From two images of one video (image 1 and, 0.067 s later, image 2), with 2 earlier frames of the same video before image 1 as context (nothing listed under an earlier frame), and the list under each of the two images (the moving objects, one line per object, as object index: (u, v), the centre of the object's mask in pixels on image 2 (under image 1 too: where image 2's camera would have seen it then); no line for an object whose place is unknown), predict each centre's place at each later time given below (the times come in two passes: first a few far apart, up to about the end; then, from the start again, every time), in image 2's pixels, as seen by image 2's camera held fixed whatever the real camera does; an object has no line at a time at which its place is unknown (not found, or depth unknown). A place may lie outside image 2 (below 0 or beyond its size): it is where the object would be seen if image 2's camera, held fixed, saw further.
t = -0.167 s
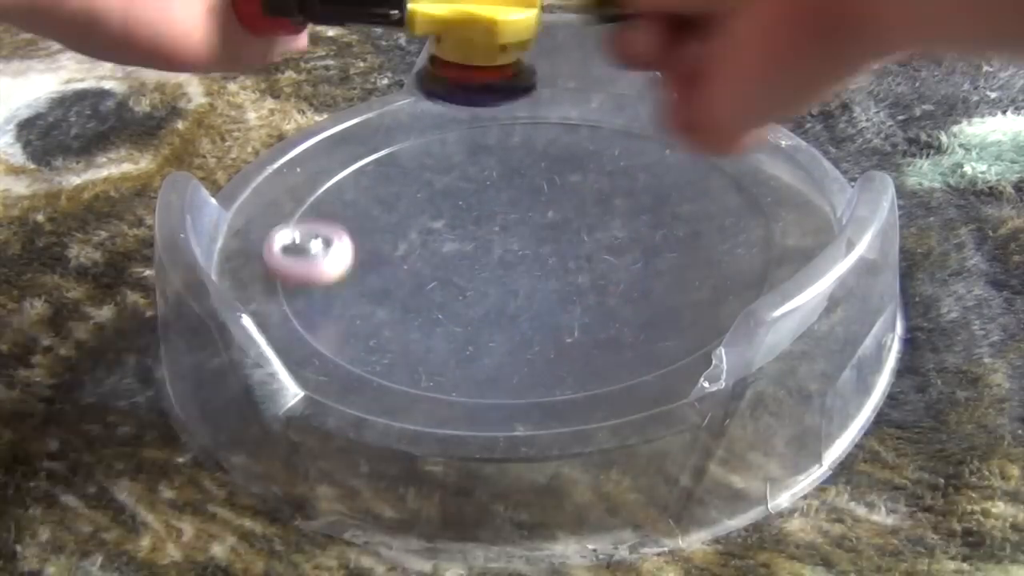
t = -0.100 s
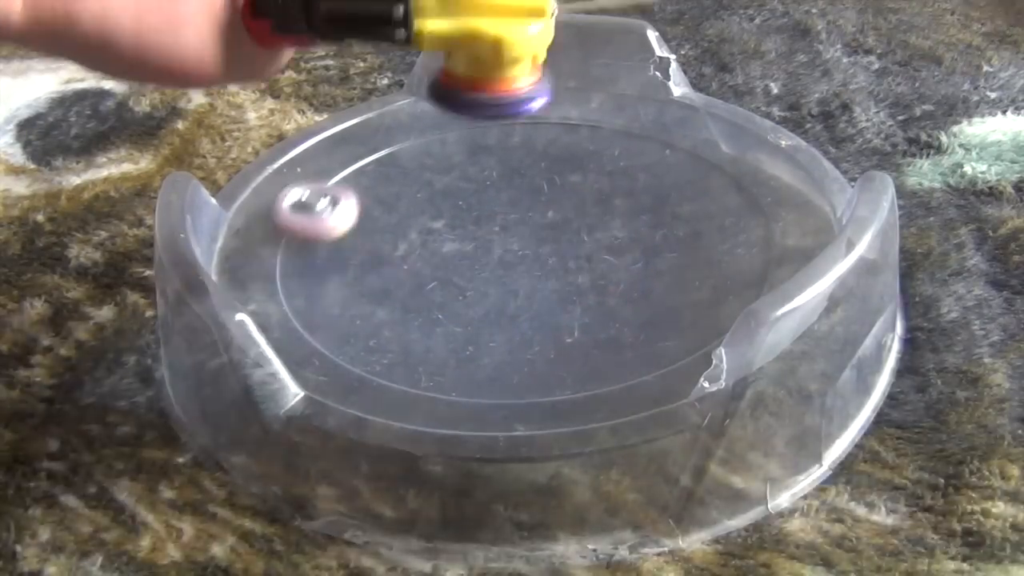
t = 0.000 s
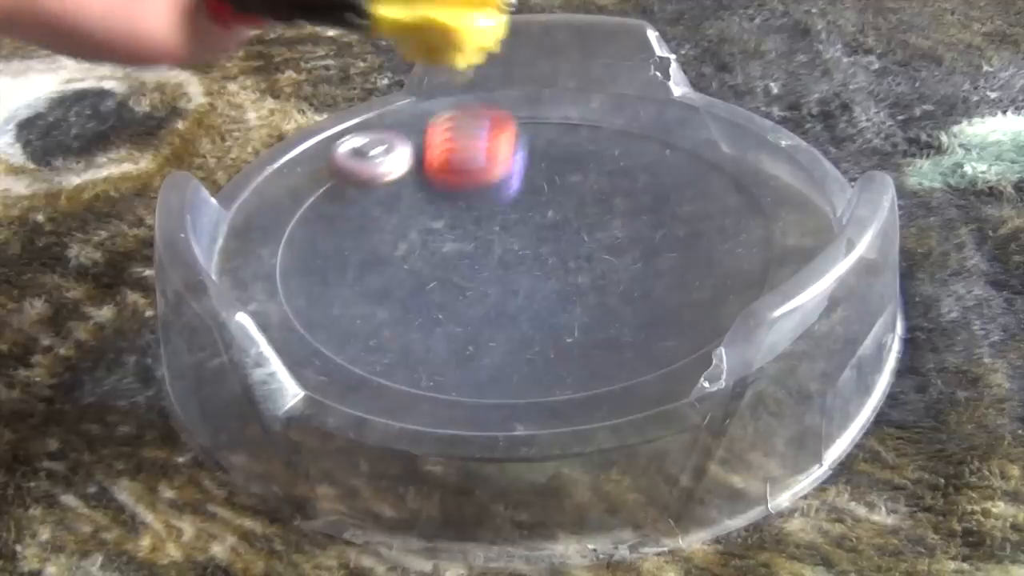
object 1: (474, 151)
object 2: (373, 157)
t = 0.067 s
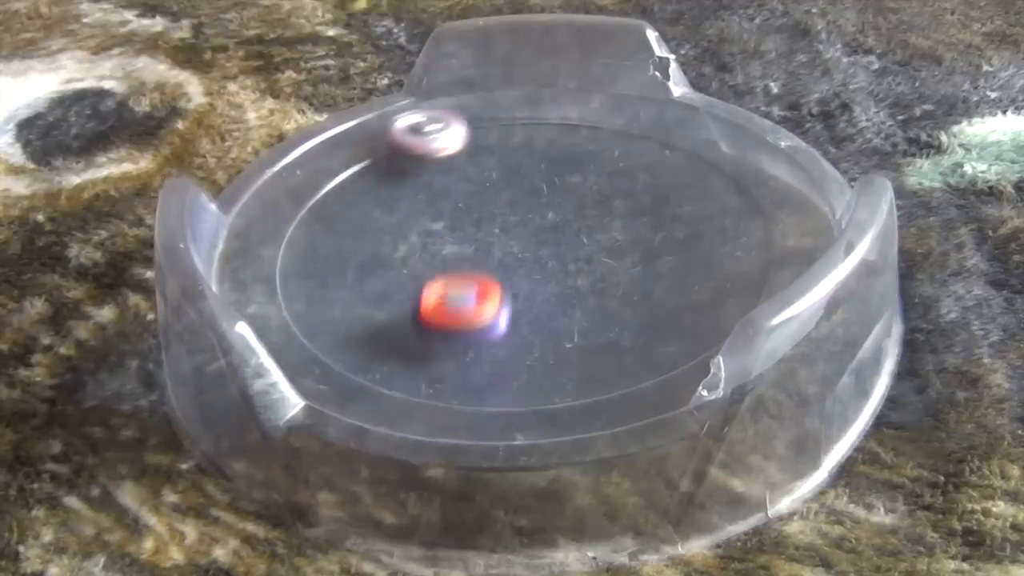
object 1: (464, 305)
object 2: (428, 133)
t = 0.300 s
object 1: (518, 227)
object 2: (649, 134)
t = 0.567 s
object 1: (435, 232)
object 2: (697, 301)
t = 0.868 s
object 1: (432, 307)
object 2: (338, 324)
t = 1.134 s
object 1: (568, 295)
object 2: (352, 173)
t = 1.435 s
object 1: (537, 216)
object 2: (643, 139)
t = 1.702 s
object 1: (423, 227)
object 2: (715, 292)
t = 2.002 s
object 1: (441, 288)
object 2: (388, 346)
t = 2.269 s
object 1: (542, 279)
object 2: (346, 199)
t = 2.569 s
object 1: (540, 220)
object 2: (647, 141)
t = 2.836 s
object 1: (483, 215)
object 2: (740, 271)
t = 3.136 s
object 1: (458, 244)
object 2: (443, 356)
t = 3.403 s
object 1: (505, 264)
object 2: (350, 212)
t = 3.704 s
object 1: (549, 243)
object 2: (631, 134)
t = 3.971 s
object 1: (540, 224)
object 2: (751, 243)
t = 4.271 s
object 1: (506, 224)
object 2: (487, 351)
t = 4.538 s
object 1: (516, 248)
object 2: (357, 212)
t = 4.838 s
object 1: (557, 243)
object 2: (612, 128)
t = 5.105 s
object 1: (563, 231)
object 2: (737, 227)
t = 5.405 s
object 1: (534, 234)
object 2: (475, 340)
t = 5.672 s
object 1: (550, 251)
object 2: (365, 203)
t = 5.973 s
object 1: (577, 242)
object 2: (603, 134)
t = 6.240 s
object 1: (562, 235)
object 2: (708, 250)
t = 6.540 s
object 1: (548, 257)
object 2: (414, 322)
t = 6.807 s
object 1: (571, 260)
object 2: (385, 186)
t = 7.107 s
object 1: (577, 252)
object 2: (619, 156)
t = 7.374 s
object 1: (548, 258)
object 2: (664, 285)
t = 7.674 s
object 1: (547, 272)
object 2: (387, 306)
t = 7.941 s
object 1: (559, 271)
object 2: (411, 186)
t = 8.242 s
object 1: (539, 266)
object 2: (634, 184)
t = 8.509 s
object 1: (532, 279)
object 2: (634, 300)
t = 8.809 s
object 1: (545, 273)
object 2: (403, 300)
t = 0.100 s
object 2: (460, 124)
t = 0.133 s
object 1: (476, 263)
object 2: (493, 118)
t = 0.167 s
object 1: (485, 267)
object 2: (525, 115)
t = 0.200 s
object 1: (496, 252)
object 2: (557, 116)
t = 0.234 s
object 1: (504, 246)
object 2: (590, 118)
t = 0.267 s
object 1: (513, 235)
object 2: (621, 126)
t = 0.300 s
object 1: (518, 227)
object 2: (649, 134)
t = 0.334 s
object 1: (520, 221)
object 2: (675, 148)
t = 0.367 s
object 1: (518, 217)
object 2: (698, 163)
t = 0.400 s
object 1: (511, 216)
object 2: (717, 181)
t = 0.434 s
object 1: (499, 215)
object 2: (730, 202)
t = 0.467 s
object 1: (484, 217)
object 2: (736, 225)
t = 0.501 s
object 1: (467, 220)
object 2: (734, 251)
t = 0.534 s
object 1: (450, 225)
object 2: (720, 276)
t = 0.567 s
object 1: (435, 232)
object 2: (697, 301)
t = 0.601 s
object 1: (423, 238)
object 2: (664, 323)
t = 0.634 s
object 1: (413, 246)
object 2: (624, 340)
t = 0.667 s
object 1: (405, 255)
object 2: (577, 354)
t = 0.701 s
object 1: (400, 265)
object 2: (529, 362)
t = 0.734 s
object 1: (399, 274)
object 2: (482, 364)
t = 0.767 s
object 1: (402, 283)
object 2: (440, 360)
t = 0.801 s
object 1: (408, 290)
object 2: (401, 352)
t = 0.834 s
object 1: (423, 297)
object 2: (366, 340)
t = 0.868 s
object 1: (432, 307)
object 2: (338, 324)
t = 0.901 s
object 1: (445, 313)
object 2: (317, 306)
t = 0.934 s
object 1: (463, 316)
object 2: (302, 287)
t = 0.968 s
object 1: (482, 318)
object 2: (296, 266)
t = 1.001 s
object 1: (503, 317)
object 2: (295, 246)
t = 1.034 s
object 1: (522, 315)
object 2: (301, 226)
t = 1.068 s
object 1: (539, 310)
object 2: (313, 208)
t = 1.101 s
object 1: (555, 303)
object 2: (331, 190)
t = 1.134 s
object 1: (568, 295)
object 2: (352, 173)
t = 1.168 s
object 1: (577, 285)
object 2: (378, 158)
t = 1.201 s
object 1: (583, 275)
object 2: (405, 147)
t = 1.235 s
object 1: (585, 265)
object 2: (438, 137)
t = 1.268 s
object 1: (584, 254)
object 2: (472, 130)
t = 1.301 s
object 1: (580, 245)
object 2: (507, 125)
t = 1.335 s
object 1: (572, 236)
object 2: (543, 124)
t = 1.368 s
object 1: (563, 228)
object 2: (577, 126)
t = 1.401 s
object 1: (552, 220)
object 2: (611, 131)
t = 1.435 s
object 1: (537, 216)
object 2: (643, 139)
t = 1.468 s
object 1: (522, 213)
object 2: (672, 151)
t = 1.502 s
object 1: (506, 210)
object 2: (697, 166)
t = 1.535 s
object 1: (490, 210)
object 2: (719, 183)
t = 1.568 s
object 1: (475, 210)
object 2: (734, 203)
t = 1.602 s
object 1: (460, 213)
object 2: (742, 225)
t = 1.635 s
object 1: (446, 216)
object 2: (742, 248)
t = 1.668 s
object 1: (433, 222)
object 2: (734, 270)
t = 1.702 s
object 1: (423, 227)
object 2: (715, 292)
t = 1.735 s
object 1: (414, 235)
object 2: (692, 314)
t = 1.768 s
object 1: (409, 242)
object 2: (661, 334)
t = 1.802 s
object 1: (406, 249)
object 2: (624, 349)
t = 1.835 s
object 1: (407, 257)
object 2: (583, 361)
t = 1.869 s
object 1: (410, 265)
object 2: (539, 367)
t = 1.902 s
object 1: (414, 273)
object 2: (496, 368)
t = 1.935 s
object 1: (422, 278)
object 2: (456, 364)
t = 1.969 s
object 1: (429, 285)
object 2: (419, 357)
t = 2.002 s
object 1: (441, 288)
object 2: (388, 346)
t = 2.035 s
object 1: (452, 292)
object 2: (360, 332)
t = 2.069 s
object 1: (465, 294)
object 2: (338, 316)
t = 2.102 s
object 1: (478, 295)
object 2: (322, 297)
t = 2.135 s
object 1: (493, 294)
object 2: (313, 278)
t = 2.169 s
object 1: (507, 291)
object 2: (311, 258)
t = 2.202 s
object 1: (519, 289)
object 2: (316, 238)
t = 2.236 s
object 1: (531, 285)
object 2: (327, 218)
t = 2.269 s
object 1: (542, 279)
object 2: (346, 199)
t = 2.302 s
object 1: (550, 273)
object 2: (369, 180)
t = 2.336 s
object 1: (557, 266)
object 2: (398, 164)
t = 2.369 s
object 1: (561, 257)
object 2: (431, 150)
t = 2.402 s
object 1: (562, 250)
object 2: (467, 140)
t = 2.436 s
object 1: (562, 242)
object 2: (505, 133)
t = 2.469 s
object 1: (559, 235)
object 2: (544, 129)
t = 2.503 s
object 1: (553, 229)
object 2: (581, 130)
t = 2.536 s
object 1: (547, 225)
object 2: (617, 134)
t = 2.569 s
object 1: (540, 220)
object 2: (647, 141)
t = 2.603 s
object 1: (533, 217)
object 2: (676, 151)
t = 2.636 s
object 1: (524, 215)
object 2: (701, 164)
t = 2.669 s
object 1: (516, 213)
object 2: (721, 178)
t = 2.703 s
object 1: (509, 212)
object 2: (738, 195)
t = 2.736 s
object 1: (501, 212)
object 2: (748, 212)
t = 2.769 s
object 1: (494, 213)
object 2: (752, 233)
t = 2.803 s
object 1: (488, 214)
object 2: (751, 253)
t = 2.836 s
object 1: (483, 215)
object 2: (740, 271)
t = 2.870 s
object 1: (478, 217)
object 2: (721, 290)
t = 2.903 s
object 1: (473, 219)
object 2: (698, 311)
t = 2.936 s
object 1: (467, 222)
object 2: (673, 328)
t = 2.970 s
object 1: (464, 225)
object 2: (640, 343)
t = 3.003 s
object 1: (460, 228)
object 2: (601, 354)
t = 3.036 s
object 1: (458, 232)
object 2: (561, 361)
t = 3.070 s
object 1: (457, 236)
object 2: (520, 364)
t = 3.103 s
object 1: (457, 240)
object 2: (480, 362)
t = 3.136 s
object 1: (458, 244)
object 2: (443, 356)
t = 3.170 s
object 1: (461, 249)
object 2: (410, 346)
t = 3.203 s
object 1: (464, 252)
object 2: (380, 332)
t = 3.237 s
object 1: (469, 255)
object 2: (357, 315)
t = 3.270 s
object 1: (476, 258)
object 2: (340, 296)
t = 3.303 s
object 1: (482, 261)
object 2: (330, 276)
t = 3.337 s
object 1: (489, 262)
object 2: (328, 255)
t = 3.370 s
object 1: (497, 263)
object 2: (334, 234)
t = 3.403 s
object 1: (505, 264)
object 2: (350, 212)
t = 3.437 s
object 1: (513, 264)
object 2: (370, 191)
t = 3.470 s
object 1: (521, 261)
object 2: (395, 173)
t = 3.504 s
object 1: (528, 259)
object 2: (426, 157)
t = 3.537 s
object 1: (533, 257)
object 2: (459, 146)
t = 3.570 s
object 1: (537, 254)
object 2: (495, 136)
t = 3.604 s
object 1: (541, 252)
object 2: (531, 131)
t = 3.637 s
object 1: (545, 248)
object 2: (567, 129)
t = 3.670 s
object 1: (547, 246)
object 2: (601, 129)
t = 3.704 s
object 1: (549, 243)
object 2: (631, 134)
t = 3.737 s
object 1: (551, 240)
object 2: (660, 141)
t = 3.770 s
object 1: (550, 238)
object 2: (686, 150)
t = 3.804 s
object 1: (550, 234)
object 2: (708, 161)
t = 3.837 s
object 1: (549, 232)
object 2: (726, 174)
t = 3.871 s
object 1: (547, 229)
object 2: (740, 190)
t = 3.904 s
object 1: (545, 227)
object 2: (749, 206)
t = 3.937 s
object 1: (543, 225)
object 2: (752, 225)
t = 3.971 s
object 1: (540, 224)
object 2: (751, 243)
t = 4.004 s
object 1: (538, 222)
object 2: (743, 263)
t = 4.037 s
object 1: (535, 221)
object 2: (727, 280)
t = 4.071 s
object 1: (531, 220)
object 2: (706, 298)
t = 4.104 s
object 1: (527, 219)
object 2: (681, 316)
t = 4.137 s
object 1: (524, 219)
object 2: (648, 331)
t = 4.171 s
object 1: (520, 219)
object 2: (611, 341)
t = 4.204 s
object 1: (515, 220)
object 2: (570, 349)
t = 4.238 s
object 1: (510, 222)
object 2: (529, 352)
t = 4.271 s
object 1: (506, 224)
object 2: (487, 351)
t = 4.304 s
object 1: (504, 227)
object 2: (448, 344)
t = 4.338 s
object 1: (501, 231)
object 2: (413, 332)
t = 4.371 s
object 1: (500, 234)
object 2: (384, 316)
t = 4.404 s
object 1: (501, 238)
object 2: (362, 298)
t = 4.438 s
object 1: (503, 241)
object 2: (348, 276)
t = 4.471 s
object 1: (508, 243)
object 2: (343, 255)
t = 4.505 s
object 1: (512, 246)
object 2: (346, 233)
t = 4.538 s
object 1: (516, 248)
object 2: (357, 212)
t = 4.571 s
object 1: (520, 249)
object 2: (376, 192)
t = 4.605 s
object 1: (526, 250)
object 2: (398, 174)
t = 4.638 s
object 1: (531, 251)
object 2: (426, 158)
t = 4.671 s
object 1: (536, 251)
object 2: (455, 146)
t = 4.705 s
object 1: (543, 249)
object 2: (488, 136)
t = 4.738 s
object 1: (546, 249)
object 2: (520, 129)
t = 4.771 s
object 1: (552, 246)
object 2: (553, 126)
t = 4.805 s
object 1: (554, 245)
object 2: (583, 126)
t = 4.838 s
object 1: (557, 243)
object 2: (612, 128)
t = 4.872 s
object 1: (559, 242)
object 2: (638, 134)
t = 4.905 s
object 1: (561, 240)
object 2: (662, 141)
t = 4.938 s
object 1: (562, 238)
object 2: (684, 151)
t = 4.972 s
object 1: (563, 237)
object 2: (703, 163)
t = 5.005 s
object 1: (564, 235)
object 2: (718, 176)
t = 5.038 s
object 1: (564, 234)
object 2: (729, 190)
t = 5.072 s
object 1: (563, 232)
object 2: (736, 208)
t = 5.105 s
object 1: (563, 231)
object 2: (737, 227)
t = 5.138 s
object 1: (562, 229)
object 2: (733, 246)
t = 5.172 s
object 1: (560, 228)
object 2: (723, 265)
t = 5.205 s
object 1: (557, 227)
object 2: (704, 284)
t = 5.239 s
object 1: (554, 226)
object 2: (679, 302)
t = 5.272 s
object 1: (550, 226)
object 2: (645, 319)
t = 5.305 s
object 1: (546, 227)
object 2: (605, 332)
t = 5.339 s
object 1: (541, 228)
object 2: (562, 340)
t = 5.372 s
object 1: (537, 231)
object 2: (518, 343)
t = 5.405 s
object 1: (534, 234)
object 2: (475, 340)
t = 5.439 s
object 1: (532, 237)
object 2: (436, 332)
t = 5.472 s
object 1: (532, 239)
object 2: (403, 319)
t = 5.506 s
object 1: (532, 242)
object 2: (377, 303)
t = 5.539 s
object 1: (534, 245)
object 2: (359, 284)
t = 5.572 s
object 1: (537, 248)
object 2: (349, 264)
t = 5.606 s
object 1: (541, 248)
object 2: (347, 243)
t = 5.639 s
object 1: (545, 250)
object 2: (352, 223)
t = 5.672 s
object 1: (550, 251)
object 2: (365, 203)
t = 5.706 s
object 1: (555, 251)
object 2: (384, 184)
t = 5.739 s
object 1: (559, 250)
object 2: (404, 169)
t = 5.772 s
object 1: (563, 250)
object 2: (429, 155)
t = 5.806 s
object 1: (566, 249)
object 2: (458, 144)
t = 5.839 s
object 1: (568, 248)
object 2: (487, 137)
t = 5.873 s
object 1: (571, 246)
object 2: (517, 132)
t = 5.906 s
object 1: (573, 245)
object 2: (547, 130)
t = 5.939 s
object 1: (576, 242)
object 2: (575, 131)
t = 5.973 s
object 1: (577, 242)
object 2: (603, 134)
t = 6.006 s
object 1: (578, 240)
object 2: (628, 140)
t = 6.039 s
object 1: (579, 238)
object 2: (651, 150)
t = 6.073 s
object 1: (579, 236)
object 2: (673, 161)
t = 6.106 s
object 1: (578, 234)
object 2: (690, 175)
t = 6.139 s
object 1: (575, 235)
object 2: (703, 192)
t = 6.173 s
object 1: (572, 232)
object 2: (711, 210)
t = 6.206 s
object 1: (567, 233)
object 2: (713, 230)
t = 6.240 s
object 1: (562, 235)
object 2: (708, 250)
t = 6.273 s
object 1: (557, 236)
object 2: (695, 272)
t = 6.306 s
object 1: (553, 238)
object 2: (673, 292)
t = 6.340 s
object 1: (549, 240)
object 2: (643, 309)
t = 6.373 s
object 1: (545, 243)
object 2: (609, 323)
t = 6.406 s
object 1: (543, 247)
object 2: (569, 333)
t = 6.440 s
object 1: (543, 250)
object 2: (529, 338)
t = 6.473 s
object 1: (544, 254)
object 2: (487, 338)
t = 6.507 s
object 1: (545, 256)
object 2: (448, 332)
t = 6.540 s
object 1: (548, 257)
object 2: (414, 322)
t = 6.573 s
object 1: (551, 259)
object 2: (387, 308)
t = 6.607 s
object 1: (554, 260)
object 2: (366, 292)
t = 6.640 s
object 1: (555, 261)
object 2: (352, 274)
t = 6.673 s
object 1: (558, 261)
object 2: (346, 256)
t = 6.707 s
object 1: (561, 261)
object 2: (346, 238)
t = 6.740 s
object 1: (564, 261)
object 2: (353, 220)
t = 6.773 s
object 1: (567, 260)
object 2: (367, 202)
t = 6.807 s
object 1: (571, 260)
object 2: (385, 186)
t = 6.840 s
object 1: (573, 259)
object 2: (405, 173)
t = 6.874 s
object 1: (575, 259)
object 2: (429, 161)
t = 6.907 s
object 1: (578, 258)
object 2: (455, 152)
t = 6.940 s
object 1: (580, 257)
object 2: (483, 147)
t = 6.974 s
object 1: (581, 255)
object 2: (512, 143)
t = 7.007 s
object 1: (581, 255)
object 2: (540, 143)
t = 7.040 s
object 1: (581, 253)
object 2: (567, 145)
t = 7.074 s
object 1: (580, 253)
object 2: (594, 149)
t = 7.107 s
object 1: (577, 252)
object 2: (619, 156)
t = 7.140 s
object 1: (574, 251)
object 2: (641, 167)
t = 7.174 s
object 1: (570, 251)
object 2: (660, 179)
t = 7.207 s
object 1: (566, 251)
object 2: (675, 194)
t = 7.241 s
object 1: (562, 251)
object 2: (685, 211)
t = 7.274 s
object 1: (558, 253)
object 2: (690, 229)
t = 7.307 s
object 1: (555, 253)
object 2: (688, 248)
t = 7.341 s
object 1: (551, 256)
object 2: (680, 267)
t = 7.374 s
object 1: (548, 258)
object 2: (664, 285)
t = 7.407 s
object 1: (548, 259)
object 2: (641, 302)
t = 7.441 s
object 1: (545, 262)
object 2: (612, 316)
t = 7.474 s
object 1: (544, 263)
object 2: (579, 327)
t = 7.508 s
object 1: (543, 265)
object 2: (543, 334)
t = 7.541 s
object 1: (543, 266)
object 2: (507, 336)
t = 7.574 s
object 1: (544, 267)
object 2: (472, 334)
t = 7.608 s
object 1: (545, 269)
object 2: (439, 328)
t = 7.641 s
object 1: (546, 270)
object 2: (410, 318)
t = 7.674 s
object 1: (547, 272)
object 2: (387, 306)
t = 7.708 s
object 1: (549, 272)
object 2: (370, 291)
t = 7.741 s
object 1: (551, 273)
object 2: (359, 275)
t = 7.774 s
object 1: (552, 274)
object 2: (353, 259)
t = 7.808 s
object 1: (553, 274)
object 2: (355, 243)
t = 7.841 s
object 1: (555, 274)
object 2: (362, 227)
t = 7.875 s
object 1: (556, 273)
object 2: (374, 212)
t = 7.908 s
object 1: (558, 272)
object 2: (391, 198)
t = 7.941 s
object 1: (559, 271)
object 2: (411, 186)
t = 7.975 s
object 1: (560, 270)
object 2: (433, 176)
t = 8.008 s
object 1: (560, 269)
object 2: (458, 168)
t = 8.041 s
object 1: (558, 267)
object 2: (484, 163)
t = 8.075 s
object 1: (556, 266)
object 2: (512, 160)
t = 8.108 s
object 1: (554, 265)
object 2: (540, 160)
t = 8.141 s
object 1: (550, 265)
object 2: (565, 163)
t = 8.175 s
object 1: (546, 264)
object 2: (590, 168)
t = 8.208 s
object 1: (543, 265)
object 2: (614, 174)
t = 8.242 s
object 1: (539, 266)
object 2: (634, 184)
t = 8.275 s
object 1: (536, 268)
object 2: (651, 196)
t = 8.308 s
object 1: (534, 269)
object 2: (663, 210)
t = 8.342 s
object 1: (533, 270)
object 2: (672, 223)
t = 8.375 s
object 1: (531, 273)
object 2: (675, 239)
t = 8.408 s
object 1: (531, 274)
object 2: (674, 255)
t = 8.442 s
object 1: (530, 276)
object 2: (665, 271)
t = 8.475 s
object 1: (531, 277)
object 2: (652, 286)
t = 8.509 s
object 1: (532, 279)
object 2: (634, 300)
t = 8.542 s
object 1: (532, 280)
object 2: (611, 313)
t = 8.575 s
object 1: (533, 278)
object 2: (584, 322)
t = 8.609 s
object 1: (537, 277)
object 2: (554, 329)
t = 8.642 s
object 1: (541, 277)
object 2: (524, 332)
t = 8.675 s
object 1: (544, 278)
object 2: (494, 331)
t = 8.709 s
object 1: (544, 279)
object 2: (466, 327)
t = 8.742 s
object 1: (546, 276)
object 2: (441, 320)
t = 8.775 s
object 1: (546, 275)
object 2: (420, 311)
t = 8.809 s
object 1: (545, 273)
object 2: (403, 300)
